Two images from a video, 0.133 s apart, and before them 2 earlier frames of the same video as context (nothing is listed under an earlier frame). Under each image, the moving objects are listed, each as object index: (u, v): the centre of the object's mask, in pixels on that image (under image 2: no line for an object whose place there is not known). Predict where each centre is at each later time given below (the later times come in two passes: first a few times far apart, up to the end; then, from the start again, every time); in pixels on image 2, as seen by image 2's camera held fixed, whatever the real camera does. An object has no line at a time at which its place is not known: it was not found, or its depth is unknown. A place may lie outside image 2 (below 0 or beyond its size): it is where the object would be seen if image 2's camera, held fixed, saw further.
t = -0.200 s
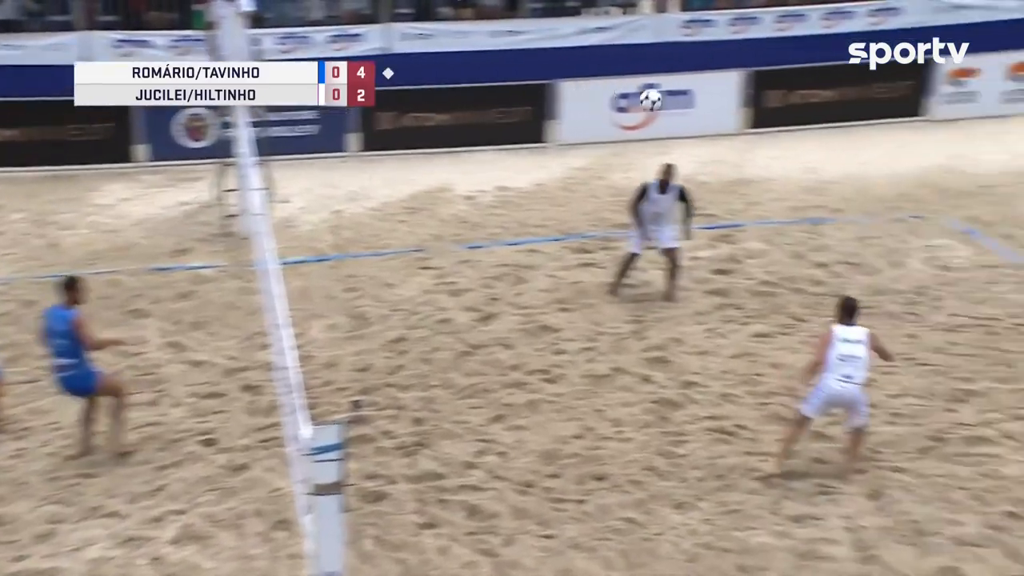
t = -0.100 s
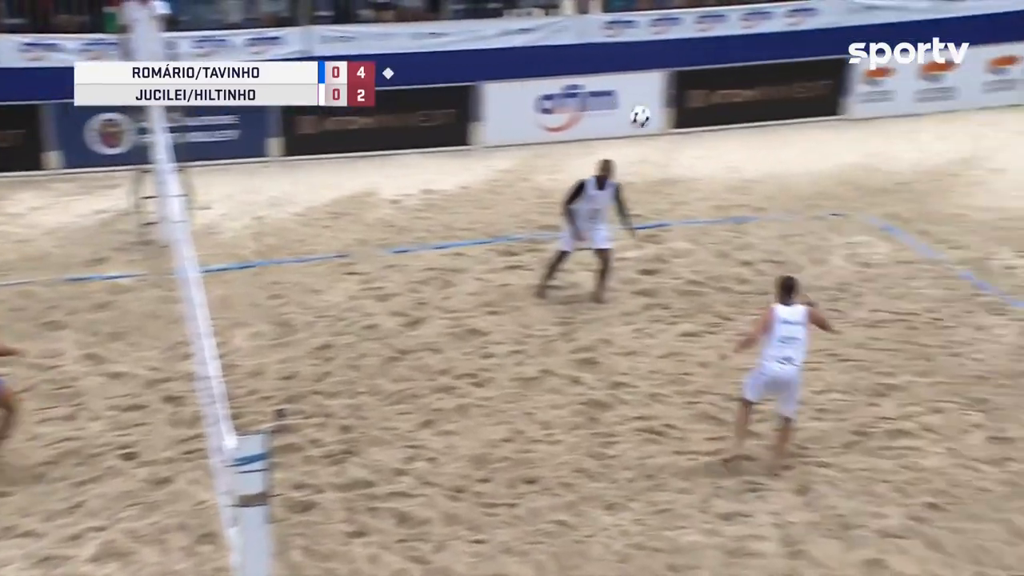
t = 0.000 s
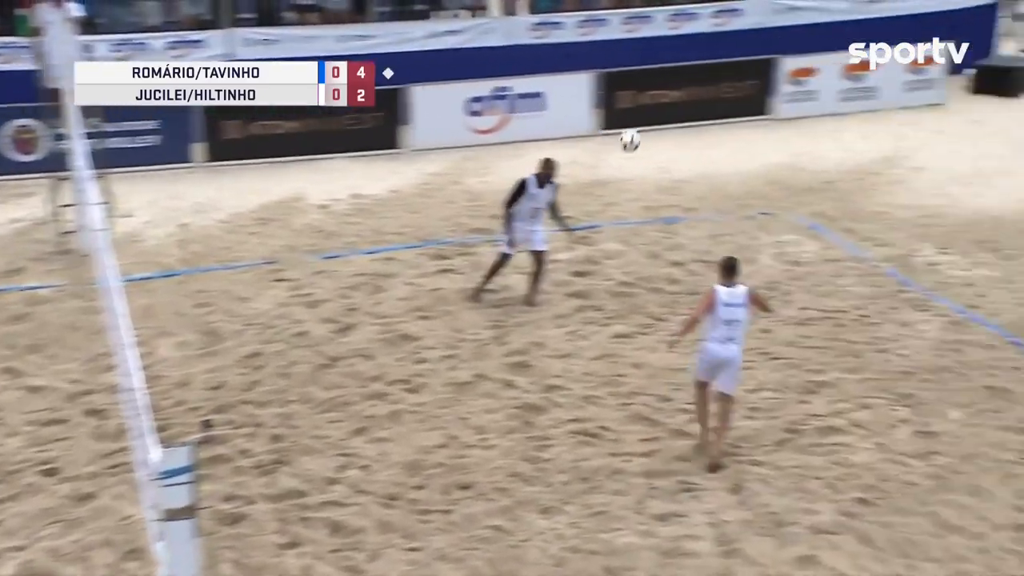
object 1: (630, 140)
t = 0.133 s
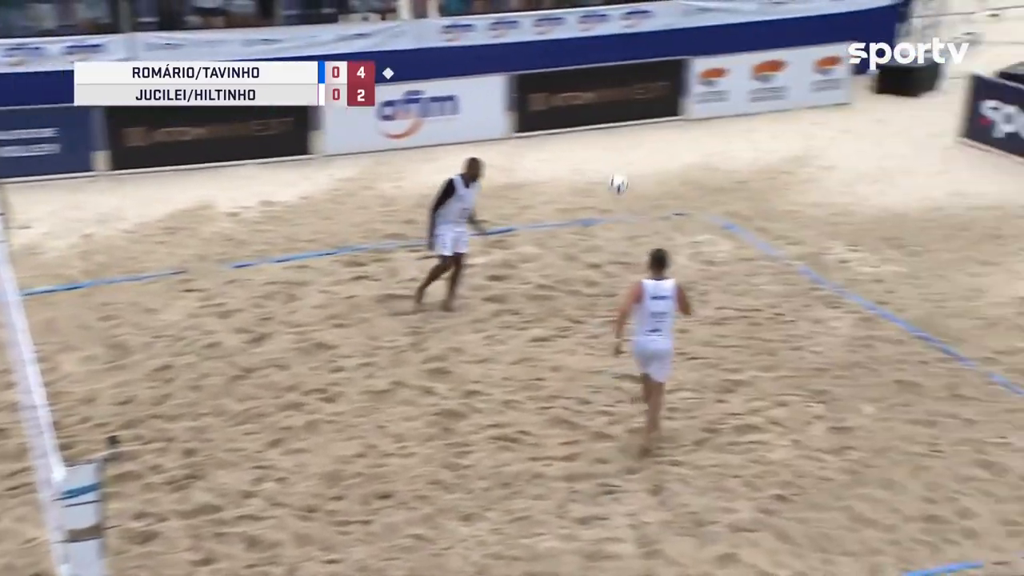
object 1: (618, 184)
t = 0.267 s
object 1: (681, 235)
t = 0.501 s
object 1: (771, 250)
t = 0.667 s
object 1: (830, 249)
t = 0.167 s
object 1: (635, 195)
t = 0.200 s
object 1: (650, 207)
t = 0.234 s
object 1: (665, 220)
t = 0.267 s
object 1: (681, 235)
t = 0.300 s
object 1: (696, 249)
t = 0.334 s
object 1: (711, 268)
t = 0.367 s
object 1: (724, 269)
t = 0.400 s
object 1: (736, 263)
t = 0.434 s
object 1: (747, 258)
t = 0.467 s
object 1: (759, 254)
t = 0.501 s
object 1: (771, 250)
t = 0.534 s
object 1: (783, 249)
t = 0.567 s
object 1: (795, 247)
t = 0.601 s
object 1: (807, 247)
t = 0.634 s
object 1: (818, 248)
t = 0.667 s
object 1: (830, 249)
